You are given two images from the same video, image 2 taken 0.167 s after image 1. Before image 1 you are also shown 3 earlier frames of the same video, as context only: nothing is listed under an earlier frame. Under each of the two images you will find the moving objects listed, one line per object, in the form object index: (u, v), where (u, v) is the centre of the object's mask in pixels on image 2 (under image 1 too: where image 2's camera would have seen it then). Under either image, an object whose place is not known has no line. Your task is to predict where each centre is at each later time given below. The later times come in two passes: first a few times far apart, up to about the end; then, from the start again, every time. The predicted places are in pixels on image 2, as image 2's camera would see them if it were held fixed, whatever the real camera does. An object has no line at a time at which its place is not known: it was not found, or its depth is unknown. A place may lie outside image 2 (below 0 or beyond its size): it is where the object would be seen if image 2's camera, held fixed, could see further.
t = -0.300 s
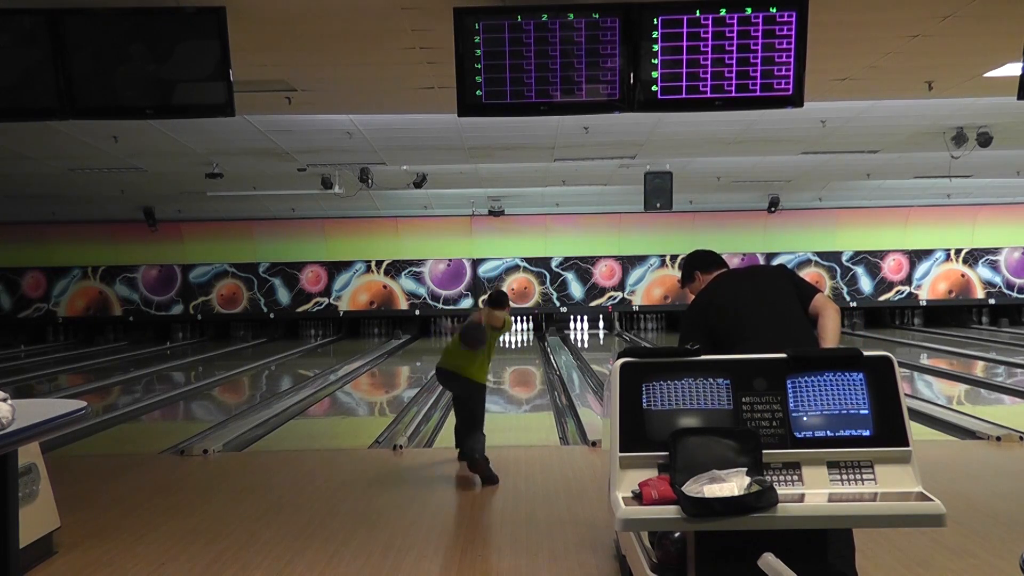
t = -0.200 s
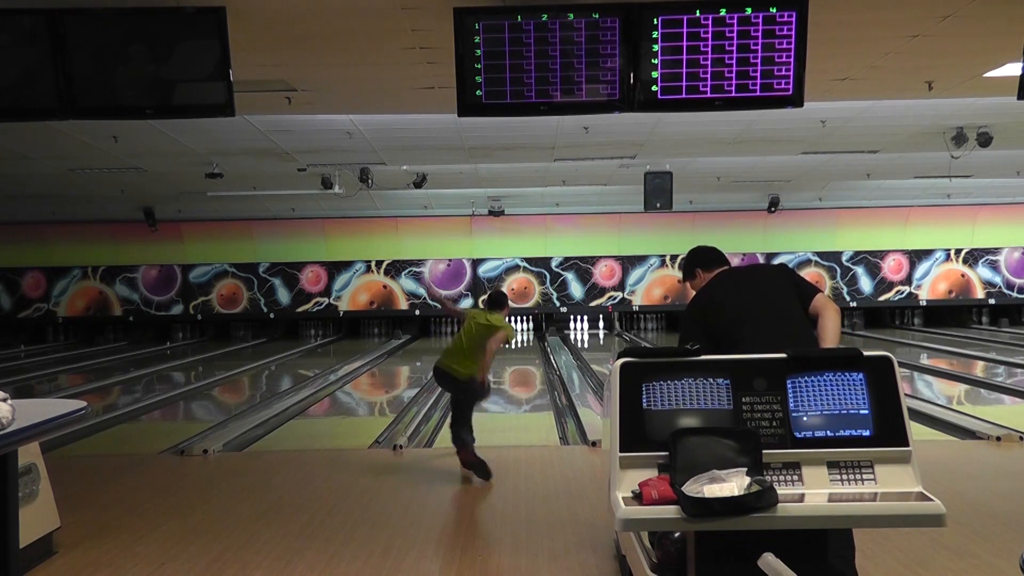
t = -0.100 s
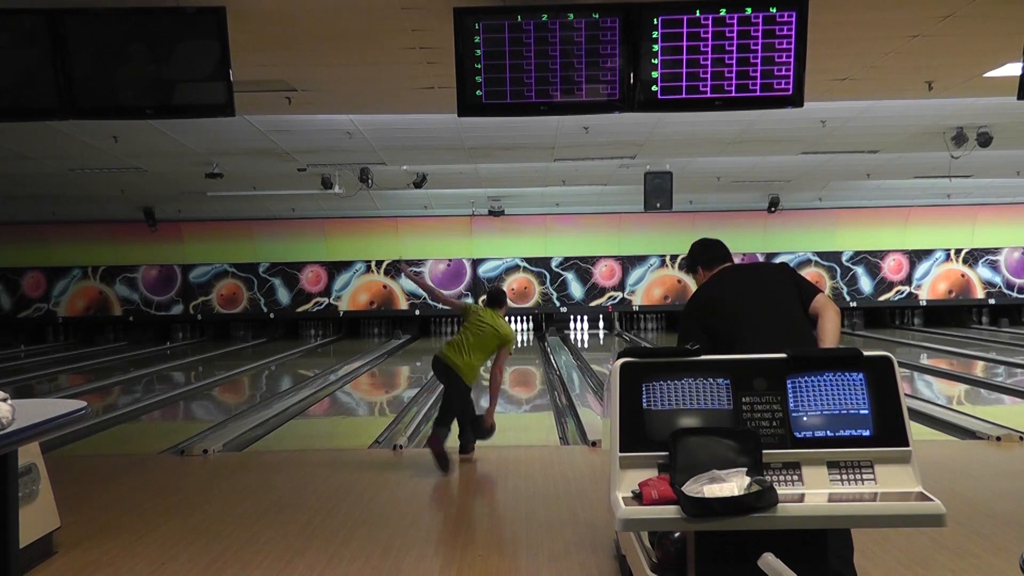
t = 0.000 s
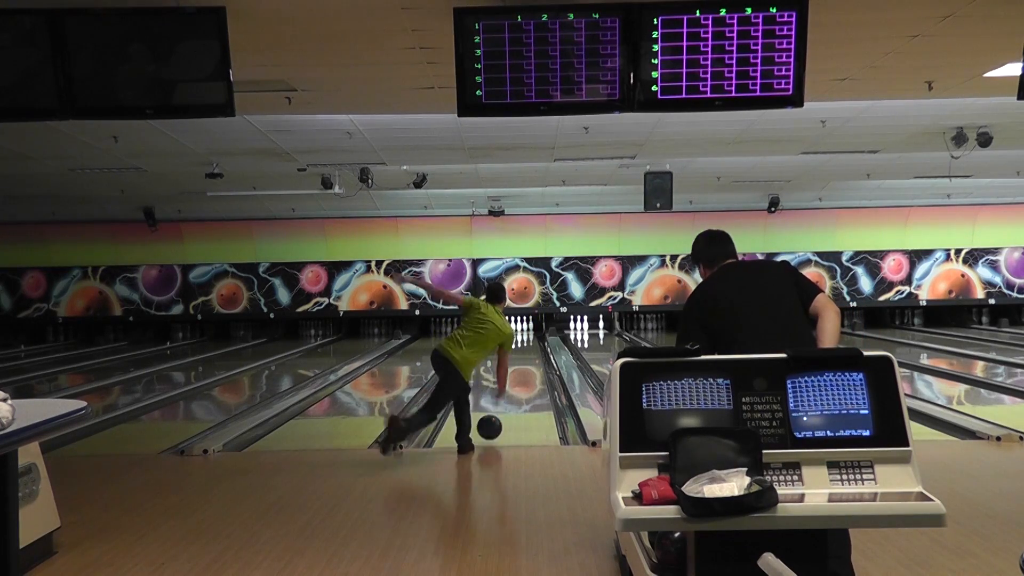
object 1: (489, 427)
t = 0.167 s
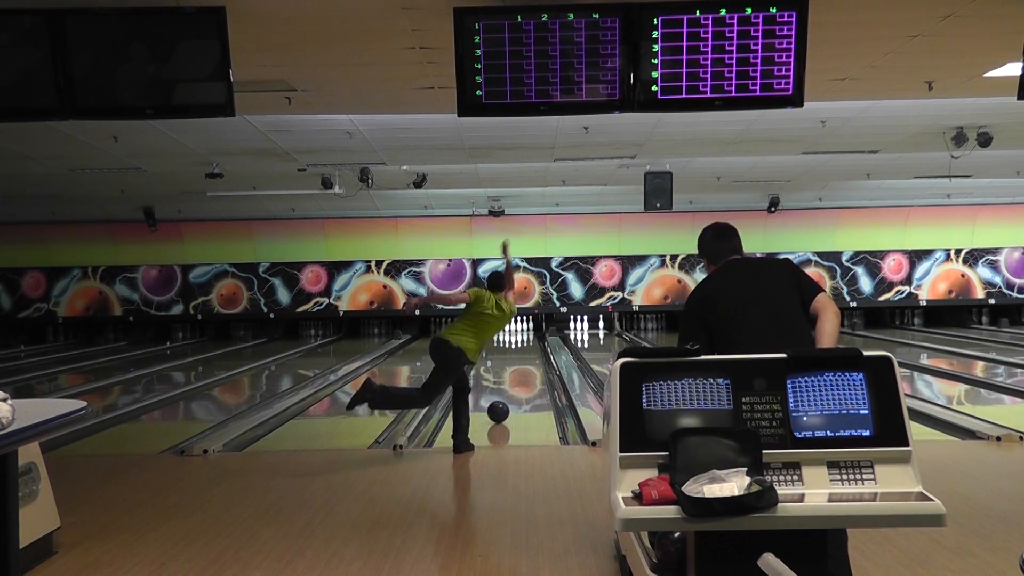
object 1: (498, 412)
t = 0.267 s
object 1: (502, 402)
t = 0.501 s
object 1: (510, 385)
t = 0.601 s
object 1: (513, 377)
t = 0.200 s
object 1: (500, 408)
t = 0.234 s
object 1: (501, 405)
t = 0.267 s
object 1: (502, 402)
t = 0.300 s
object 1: (504, 399)
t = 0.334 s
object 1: (505, 397)
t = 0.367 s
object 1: (506, 394)
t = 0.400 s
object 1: (507, 392)
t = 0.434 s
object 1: (508, 389)
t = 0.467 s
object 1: (509, 387)
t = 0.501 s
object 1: (510, 385)
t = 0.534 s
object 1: (511, 382)
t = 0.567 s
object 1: (512, 380)
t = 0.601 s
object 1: (513, 377)
